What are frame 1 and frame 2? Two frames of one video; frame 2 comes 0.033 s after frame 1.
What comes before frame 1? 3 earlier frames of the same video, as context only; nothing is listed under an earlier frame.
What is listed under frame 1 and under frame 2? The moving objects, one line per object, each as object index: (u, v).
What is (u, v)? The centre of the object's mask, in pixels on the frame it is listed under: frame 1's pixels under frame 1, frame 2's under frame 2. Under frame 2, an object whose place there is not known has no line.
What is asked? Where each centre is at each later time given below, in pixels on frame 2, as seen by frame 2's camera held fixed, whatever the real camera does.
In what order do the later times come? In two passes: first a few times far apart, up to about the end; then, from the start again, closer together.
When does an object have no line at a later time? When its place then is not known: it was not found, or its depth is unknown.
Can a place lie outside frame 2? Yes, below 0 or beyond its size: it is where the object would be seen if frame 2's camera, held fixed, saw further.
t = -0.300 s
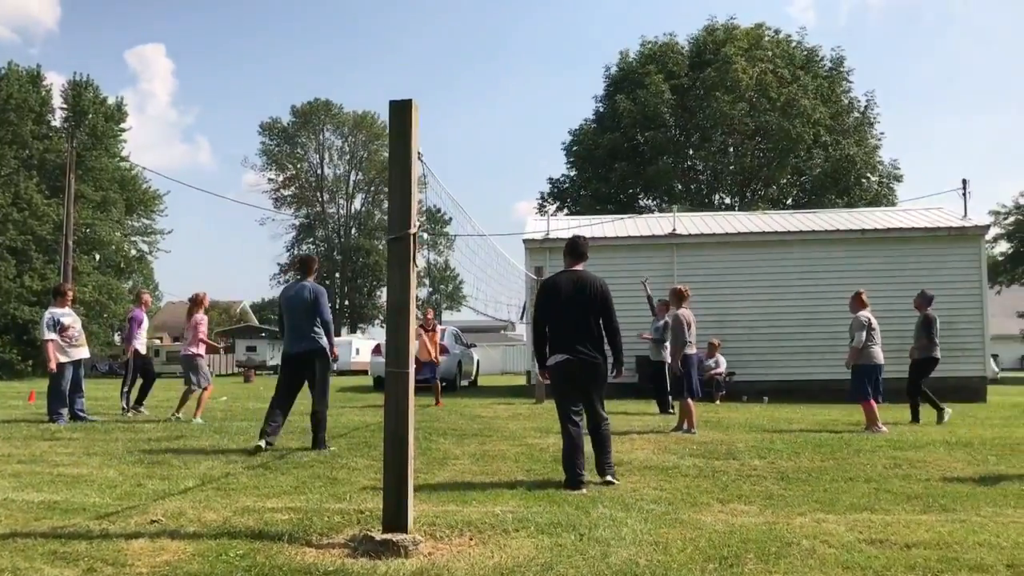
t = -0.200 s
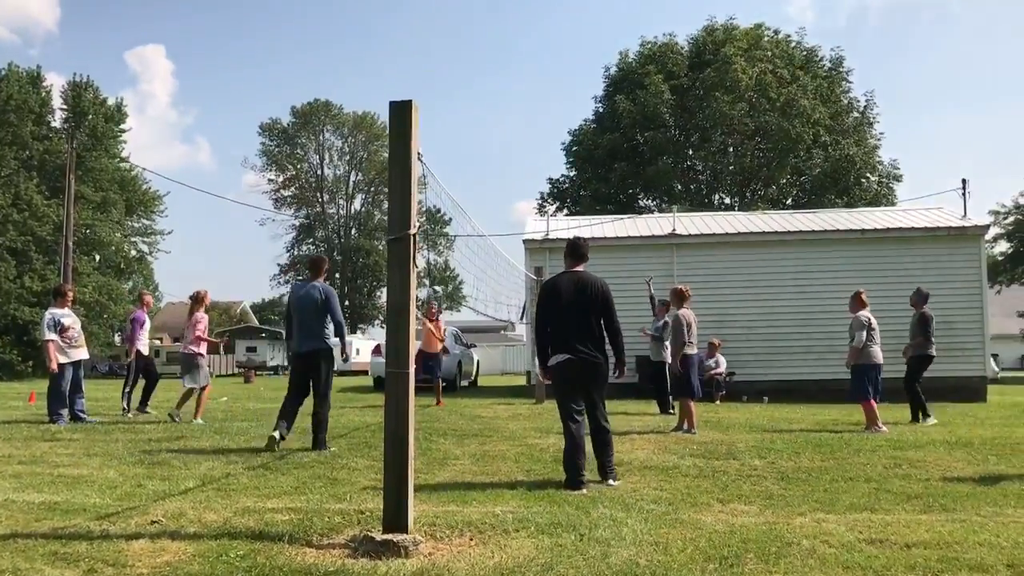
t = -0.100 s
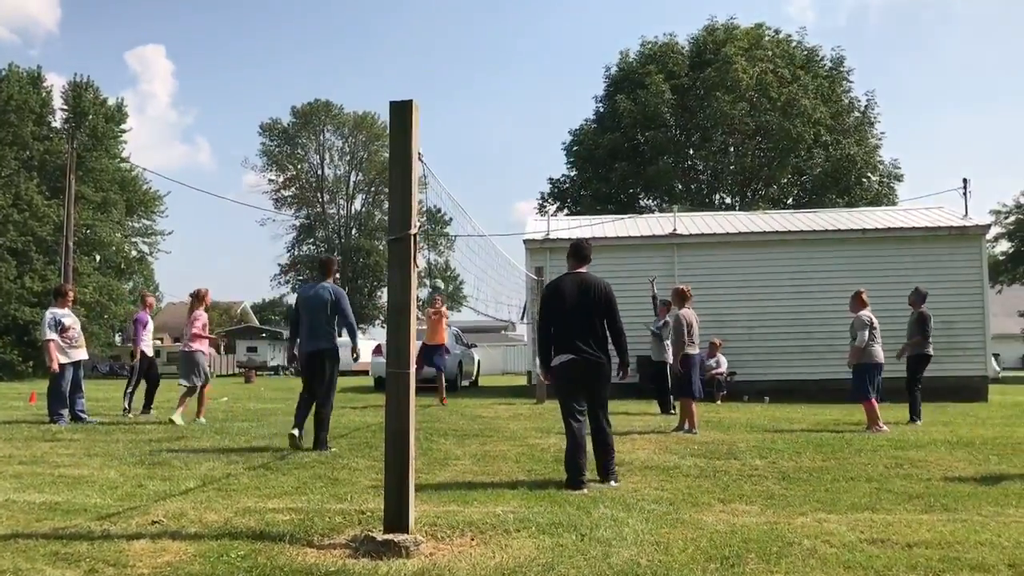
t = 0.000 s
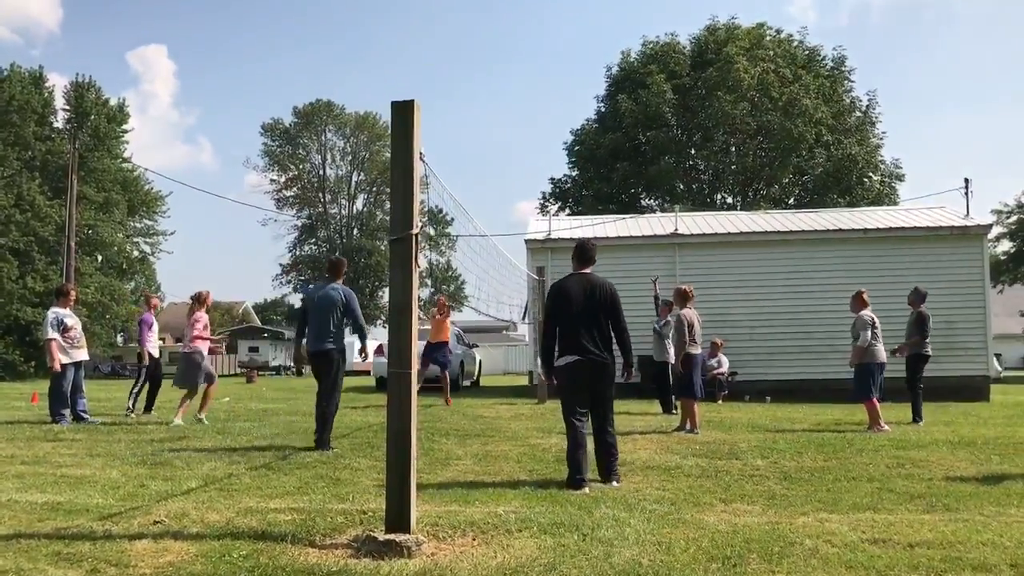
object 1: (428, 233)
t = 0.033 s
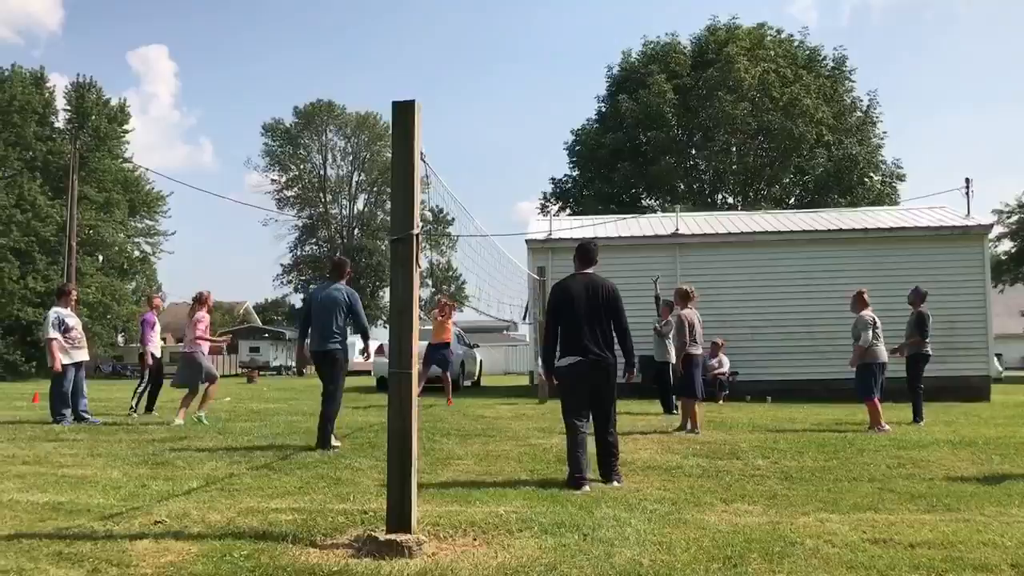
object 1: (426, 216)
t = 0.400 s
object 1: (385, 81)
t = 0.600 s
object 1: (363, 40)
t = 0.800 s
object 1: (338, 24)
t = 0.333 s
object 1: (390, 101)
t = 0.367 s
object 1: (388, 90)
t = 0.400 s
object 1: (385, 81)
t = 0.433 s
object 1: (381, 72)
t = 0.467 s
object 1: (377, 64)
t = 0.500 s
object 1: (374, 57)
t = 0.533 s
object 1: (370, 51)
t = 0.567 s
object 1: (367, 45)
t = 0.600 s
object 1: (363, 40)
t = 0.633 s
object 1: (359, 35)
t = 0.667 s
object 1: (354, 31)
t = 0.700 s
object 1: (351, 27)
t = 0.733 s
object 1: (347, 26)
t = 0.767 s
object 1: (343, 24)
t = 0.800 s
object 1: (338, 24)
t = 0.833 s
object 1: (335, 24)
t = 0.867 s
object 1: (330, 24)
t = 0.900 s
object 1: (327, 26)
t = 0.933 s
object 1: (322, 29)
